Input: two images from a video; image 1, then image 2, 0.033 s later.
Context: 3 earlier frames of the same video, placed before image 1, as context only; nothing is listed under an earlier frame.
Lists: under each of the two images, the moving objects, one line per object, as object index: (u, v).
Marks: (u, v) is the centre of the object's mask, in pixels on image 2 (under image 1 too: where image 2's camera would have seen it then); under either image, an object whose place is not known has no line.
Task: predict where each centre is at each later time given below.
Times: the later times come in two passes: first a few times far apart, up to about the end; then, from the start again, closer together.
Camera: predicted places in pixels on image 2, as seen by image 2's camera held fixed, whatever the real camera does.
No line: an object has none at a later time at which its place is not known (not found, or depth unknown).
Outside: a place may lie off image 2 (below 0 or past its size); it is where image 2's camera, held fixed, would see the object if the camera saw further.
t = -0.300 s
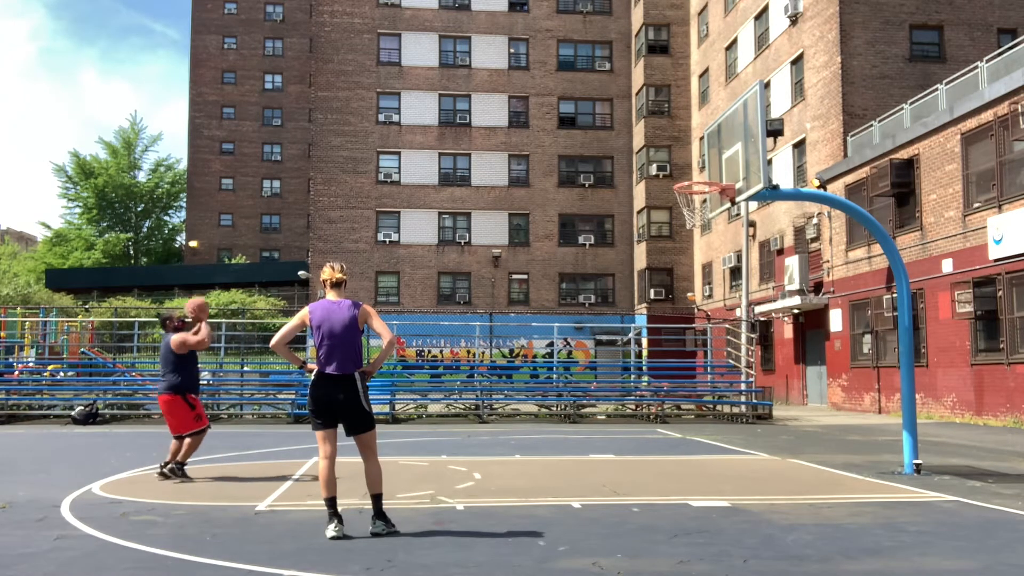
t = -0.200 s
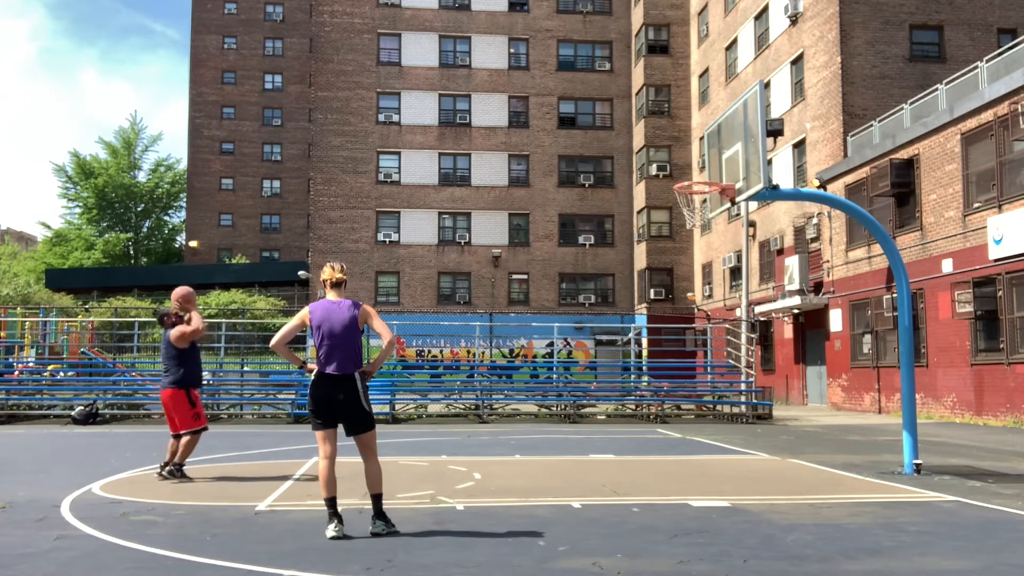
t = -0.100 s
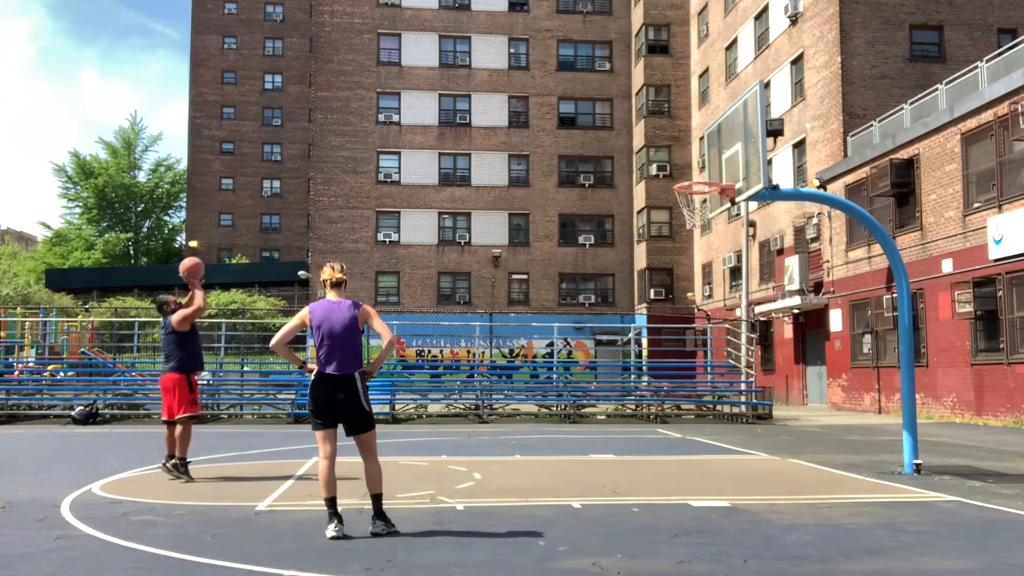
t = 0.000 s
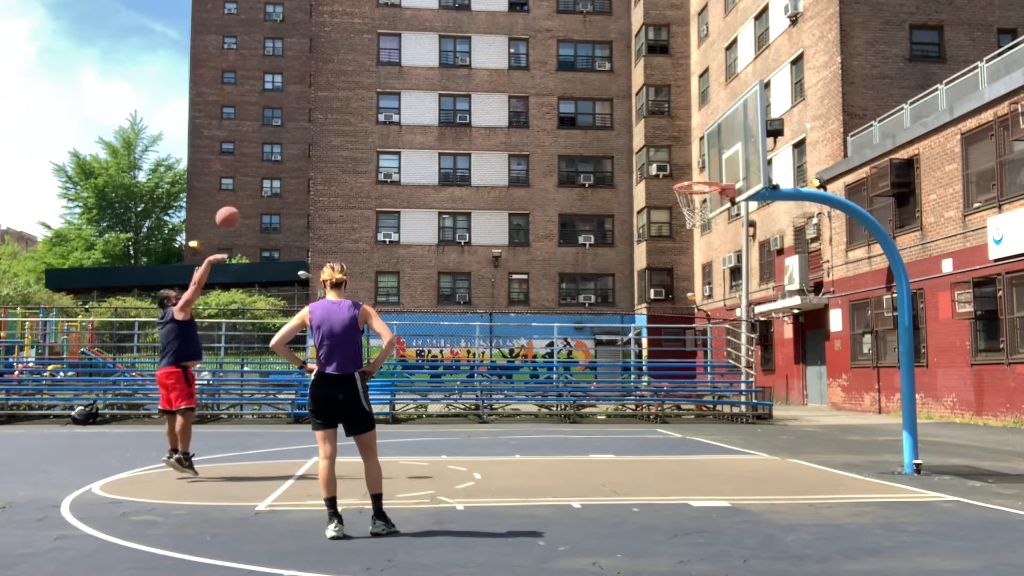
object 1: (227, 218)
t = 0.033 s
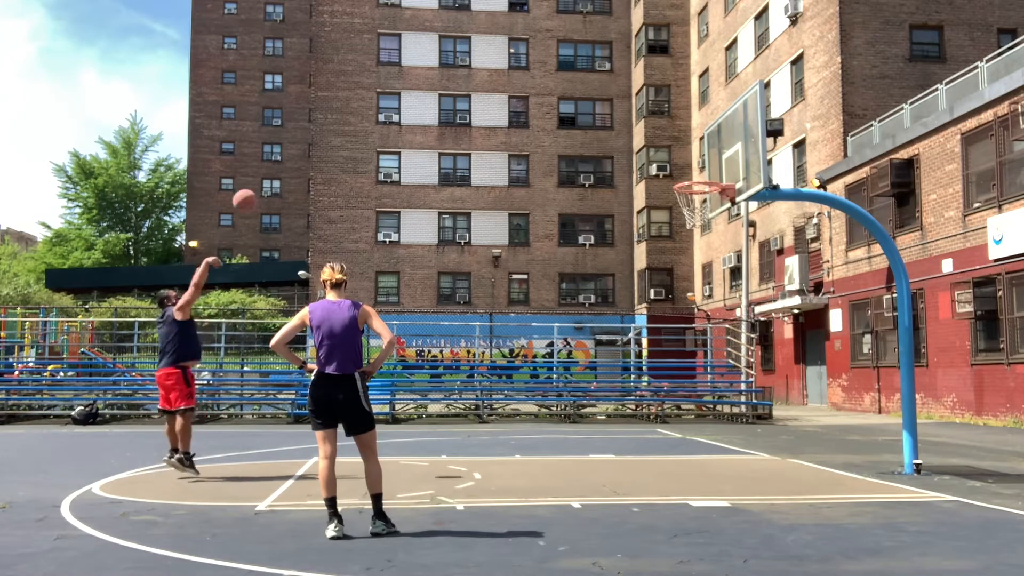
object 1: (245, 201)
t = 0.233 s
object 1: (342, 124)
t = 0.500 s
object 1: (464, 84)
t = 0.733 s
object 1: (565, 102)
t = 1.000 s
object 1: (672, 176)
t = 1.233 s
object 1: (704, 146)
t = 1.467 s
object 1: (711, 152)
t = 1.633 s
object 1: (697, 174)
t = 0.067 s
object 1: (261, 184)
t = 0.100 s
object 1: (279, 171)
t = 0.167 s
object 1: (310, 144)
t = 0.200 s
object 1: (326, 133)
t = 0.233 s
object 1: (342, 124)
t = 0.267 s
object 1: (357, 114)
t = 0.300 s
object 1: (374, 108)
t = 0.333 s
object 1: (389, 101)
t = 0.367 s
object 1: (405, 95)
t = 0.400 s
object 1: (420, 91)
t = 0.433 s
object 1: (435, 88)
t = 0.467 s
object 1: (449, 85)
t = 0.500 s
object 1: (464, 84)
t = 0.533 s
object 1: (478, 84)
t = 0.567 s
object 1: (494, 84)
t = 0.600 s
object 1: (508, 86)
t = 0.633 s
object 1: (522, 89)
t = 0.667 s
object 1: (536, 92)
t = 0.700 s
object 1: (551, 97)
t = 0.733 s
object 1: (565, 102)
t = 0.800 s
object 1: (593, 116)
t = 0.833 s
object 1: (607, 124)
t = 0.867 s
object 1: (620, 133)
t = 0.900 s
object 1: (634, 143)
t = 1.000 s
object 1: (672, 176)
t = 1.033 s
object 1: (678, 170)
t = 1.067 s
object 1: (682, 164)
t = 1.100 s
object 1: (686, 158)
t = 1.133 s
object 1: (690, 154)
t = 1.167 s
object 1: (695, 151)
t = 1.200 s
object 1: (700, 148)
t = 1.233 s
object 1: (704, 146)
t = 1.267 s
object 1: (709, 146)
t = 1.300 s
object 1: (714, 146)
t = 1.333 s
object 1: (717, 148)
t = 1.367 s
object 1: (716, 148)
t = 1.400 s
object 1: (714, 149)
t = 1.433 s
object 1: (712, 150)
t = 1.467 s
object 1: (711, 152)
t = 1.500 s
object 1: (708, 155)
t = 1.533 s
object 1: (705, 159)
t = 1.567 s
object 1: (702, 164)
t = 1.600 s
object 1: (700, 170)
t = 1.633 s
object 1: (697, 174)
